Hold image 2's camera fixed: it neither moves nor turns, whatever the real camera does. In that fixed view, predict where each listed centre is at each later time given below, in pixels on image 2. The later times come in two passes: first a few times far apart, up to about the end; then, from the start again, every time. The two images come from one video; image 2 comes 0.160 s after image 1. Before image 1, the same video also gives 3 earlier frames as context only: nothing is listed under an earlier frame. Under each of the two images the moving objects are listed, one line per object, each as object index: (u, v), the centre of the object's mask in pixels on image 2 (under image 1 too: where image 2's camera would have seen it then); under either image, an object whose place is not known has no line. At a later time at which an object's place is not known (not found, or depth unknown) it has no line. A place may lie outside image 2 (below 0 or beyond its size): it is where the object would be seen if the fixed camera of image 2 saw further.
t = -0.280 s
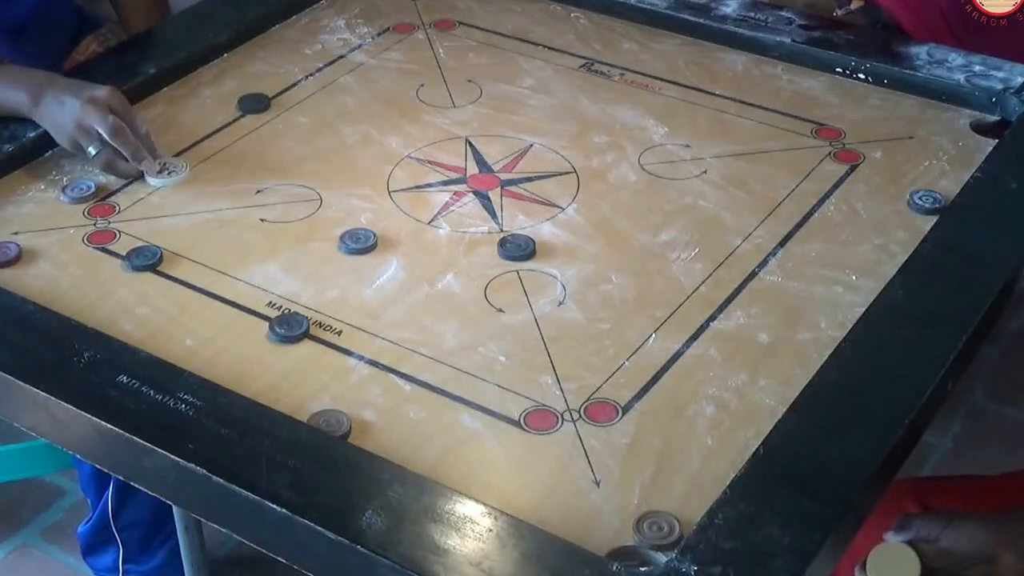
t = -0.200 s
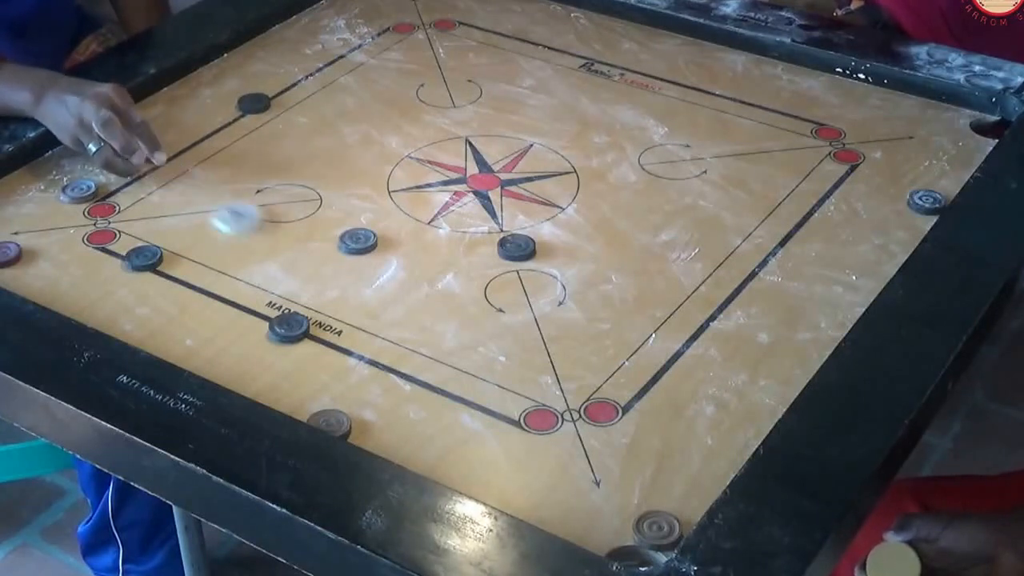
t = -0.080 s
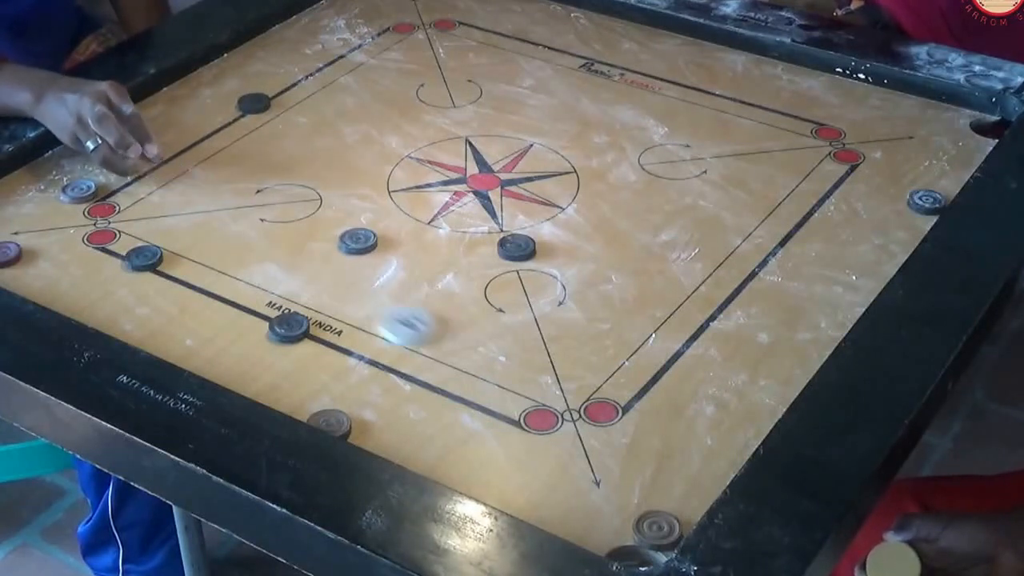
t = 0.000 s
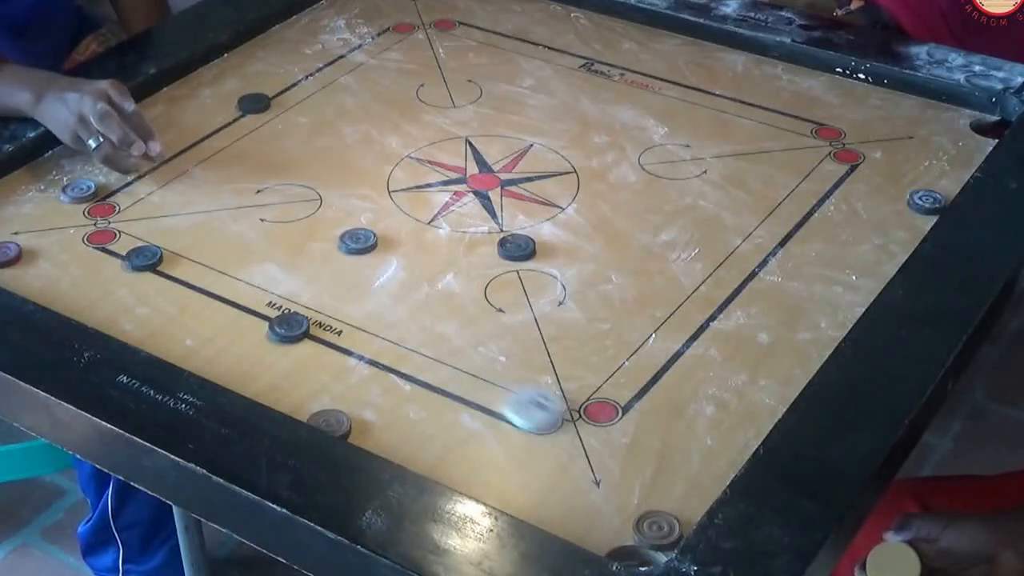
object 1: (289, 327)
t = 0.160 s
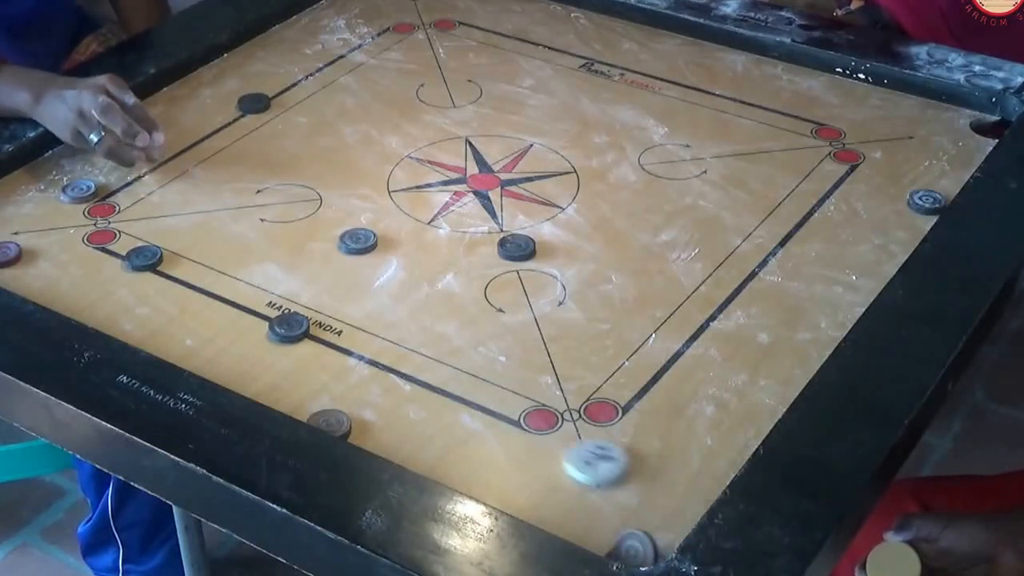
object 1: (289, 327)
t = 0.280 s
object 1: (289, 327)
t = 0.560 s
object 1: (227, 298)
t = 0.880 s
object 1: (167, 270)
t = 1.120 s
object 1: (167, 270)
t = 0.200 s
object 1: (289, 327)
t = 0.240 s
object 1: (289, 327)
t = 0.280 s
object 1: (289, 327)
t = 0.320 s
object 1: (289, 327)
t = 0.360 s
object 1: (289, 327)
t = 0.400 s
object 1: (289, 327)
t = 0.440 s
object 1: (289, 327)
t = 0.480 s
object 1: (280, 322)
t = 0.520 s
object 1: (251, 310)
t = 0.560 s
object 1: (227, 298)
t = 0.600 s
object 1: (207, 288)
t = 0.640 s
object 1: (187, 279)
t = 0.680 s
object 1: (171, 271)
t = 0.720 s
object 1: (167, 270)
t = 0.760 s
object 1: (167, 270)
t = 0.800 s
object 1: (167, 270)
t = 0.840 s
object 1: (167, 270)
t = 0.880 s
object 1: (167, 270)
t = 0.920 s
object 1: (167, 270)
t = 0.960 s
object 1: (167, 270)
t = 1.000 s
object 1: (167, 270)
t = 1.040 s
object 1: (167, 270)
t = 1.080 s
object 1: (167, 270)
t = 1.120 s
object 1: (167, 270)
